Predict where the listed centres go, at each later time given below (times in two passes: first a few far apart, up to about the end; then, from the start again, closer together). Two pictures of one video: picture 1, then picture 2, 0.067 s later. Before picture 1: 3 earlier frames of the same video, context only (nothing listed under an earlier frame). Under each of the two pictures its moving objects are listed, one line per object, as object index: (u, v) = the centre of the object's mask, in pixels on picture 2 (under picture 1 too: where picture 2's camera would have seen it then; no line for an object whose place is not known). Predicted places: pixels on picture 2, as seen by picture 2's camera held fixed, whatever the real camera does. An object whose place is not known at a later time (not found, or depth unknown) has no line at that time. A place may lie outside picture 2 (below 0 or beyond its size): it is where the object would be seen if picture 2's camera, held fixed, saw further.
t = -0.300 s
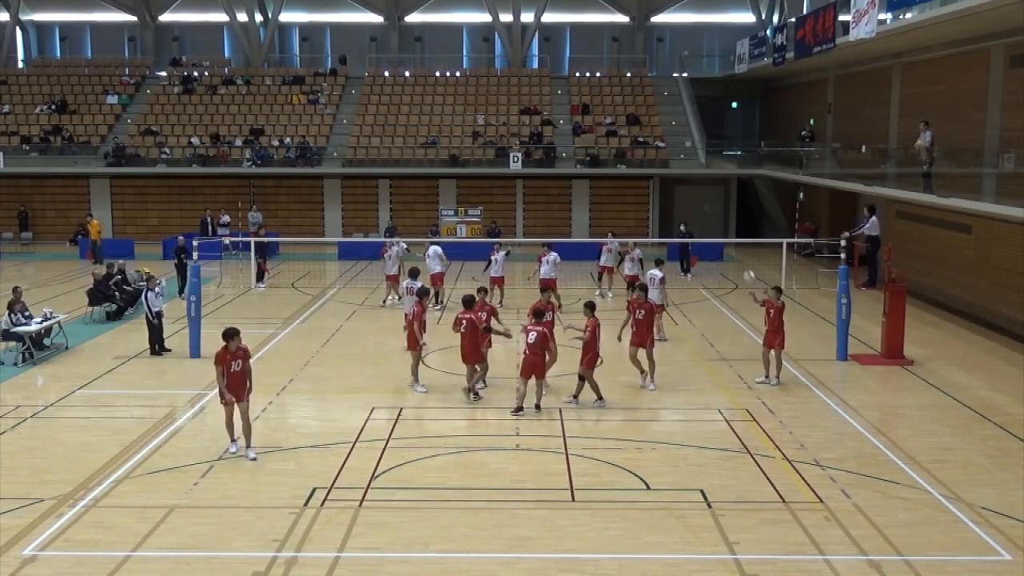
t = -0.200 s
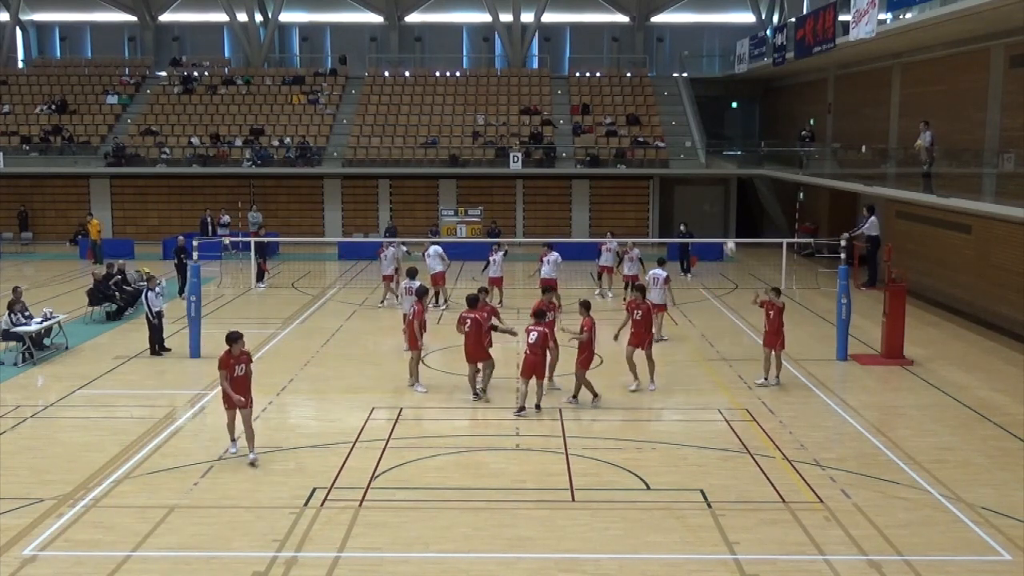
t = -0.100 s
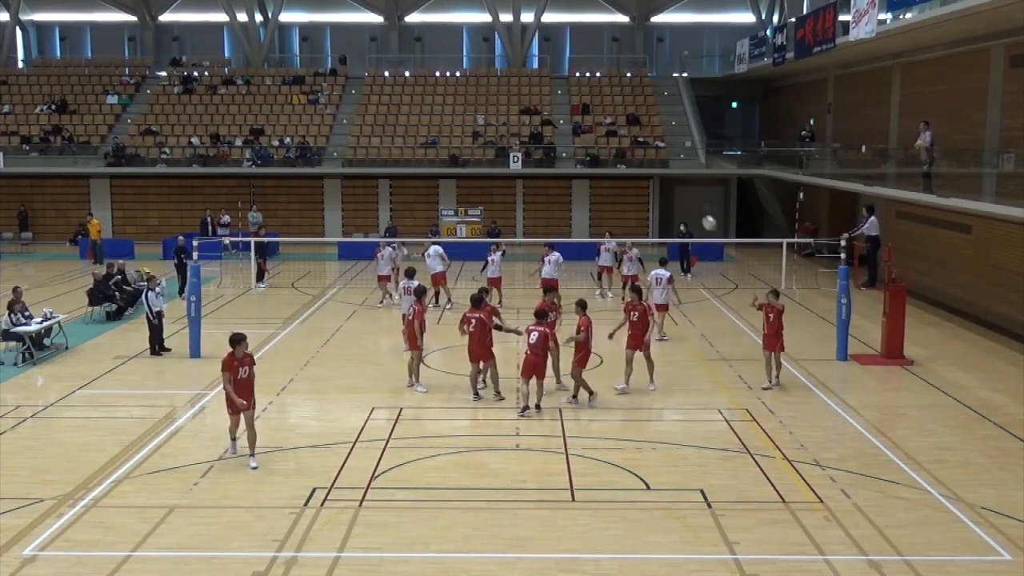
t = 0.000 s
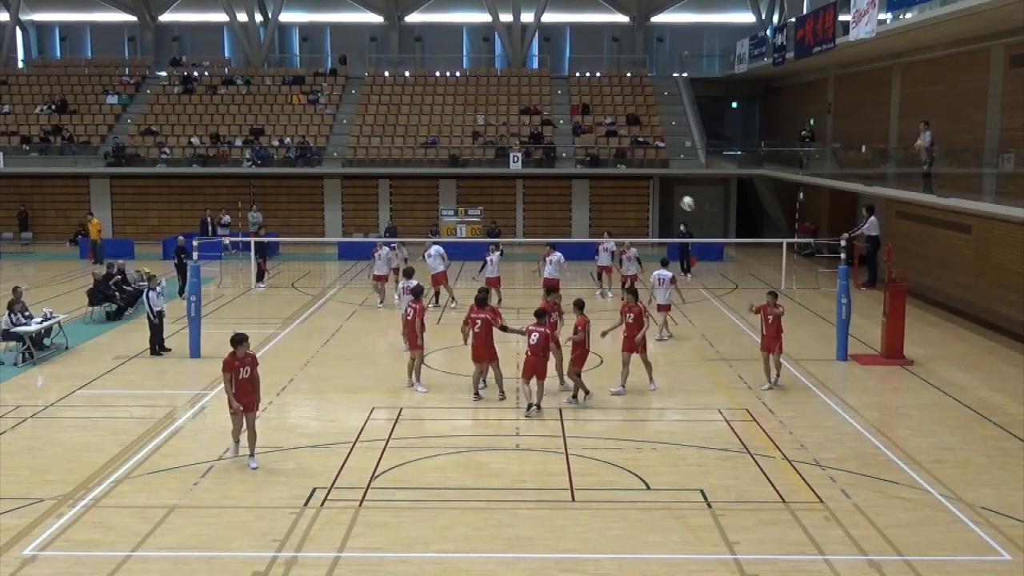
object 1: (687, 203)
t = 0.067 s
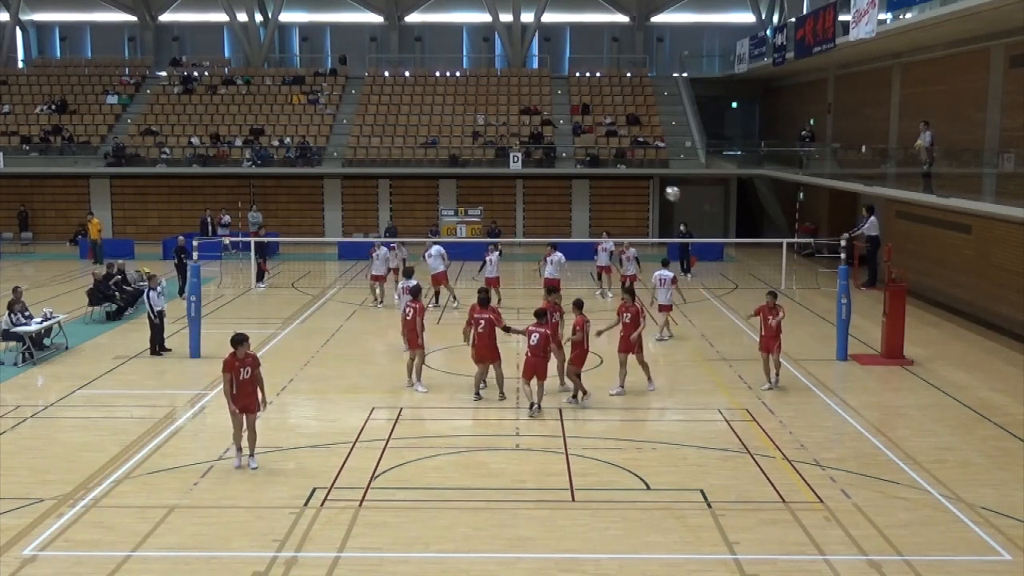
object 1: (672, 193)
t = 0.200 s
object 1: (640, 180)
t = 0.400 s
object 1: (588, 182)
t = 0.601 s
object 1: (531, 211)
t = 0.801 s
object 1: (470, 272)
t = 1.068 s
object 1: (386, 411)
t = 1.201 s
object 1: (341, 506)
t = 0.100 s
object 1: (664, 189)
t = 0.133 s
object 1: (656, 185)
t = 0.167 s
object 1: (648, 183)
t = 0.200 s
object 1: (640, 180)
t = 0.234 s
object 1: (631, 179)
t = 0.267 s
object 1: (623, 177)
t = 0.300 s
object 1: (614, 177)
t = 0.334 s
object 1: (605, 178)
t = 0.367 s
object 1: (597, 180)
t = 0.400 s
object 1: (588, 182)
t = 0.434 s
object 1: (579, 185)
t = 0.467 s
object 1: (569, 188)
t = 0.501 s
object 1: (560, 193)
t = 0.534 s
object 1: (550, 198)
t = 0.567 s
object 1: (541, 204)
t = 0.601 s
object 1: (531, 211)
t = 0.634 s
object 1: (521, 221)
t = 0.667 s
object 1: (511, 228)
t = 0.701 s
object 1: (501, 238)
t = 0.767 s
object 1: (480, 258)
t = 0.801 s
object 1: (470, 272)
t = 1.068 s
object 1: (386, 411)
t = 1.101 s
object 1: (375, 431)
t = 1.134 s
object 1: (364, 457)
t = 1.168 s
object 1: (352, 482)
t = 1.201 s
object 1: (341, 506)
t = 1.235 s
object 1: (332, 527)
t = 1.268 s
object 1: (325, 509)
